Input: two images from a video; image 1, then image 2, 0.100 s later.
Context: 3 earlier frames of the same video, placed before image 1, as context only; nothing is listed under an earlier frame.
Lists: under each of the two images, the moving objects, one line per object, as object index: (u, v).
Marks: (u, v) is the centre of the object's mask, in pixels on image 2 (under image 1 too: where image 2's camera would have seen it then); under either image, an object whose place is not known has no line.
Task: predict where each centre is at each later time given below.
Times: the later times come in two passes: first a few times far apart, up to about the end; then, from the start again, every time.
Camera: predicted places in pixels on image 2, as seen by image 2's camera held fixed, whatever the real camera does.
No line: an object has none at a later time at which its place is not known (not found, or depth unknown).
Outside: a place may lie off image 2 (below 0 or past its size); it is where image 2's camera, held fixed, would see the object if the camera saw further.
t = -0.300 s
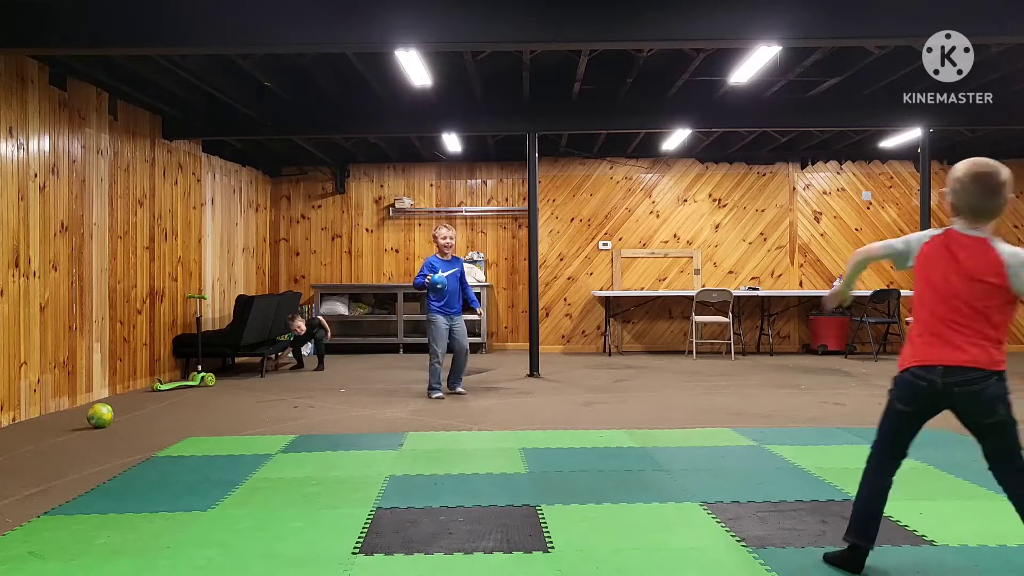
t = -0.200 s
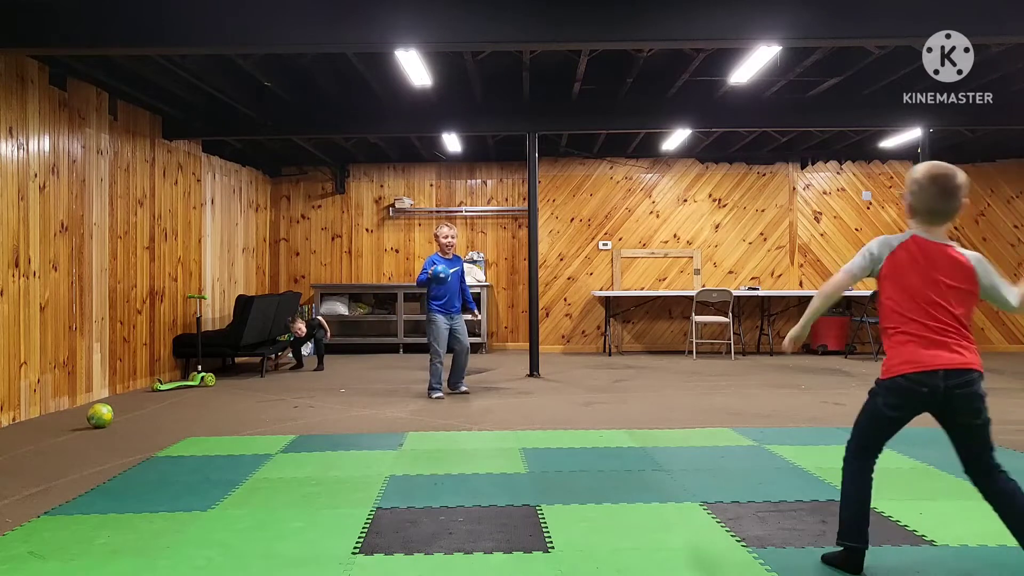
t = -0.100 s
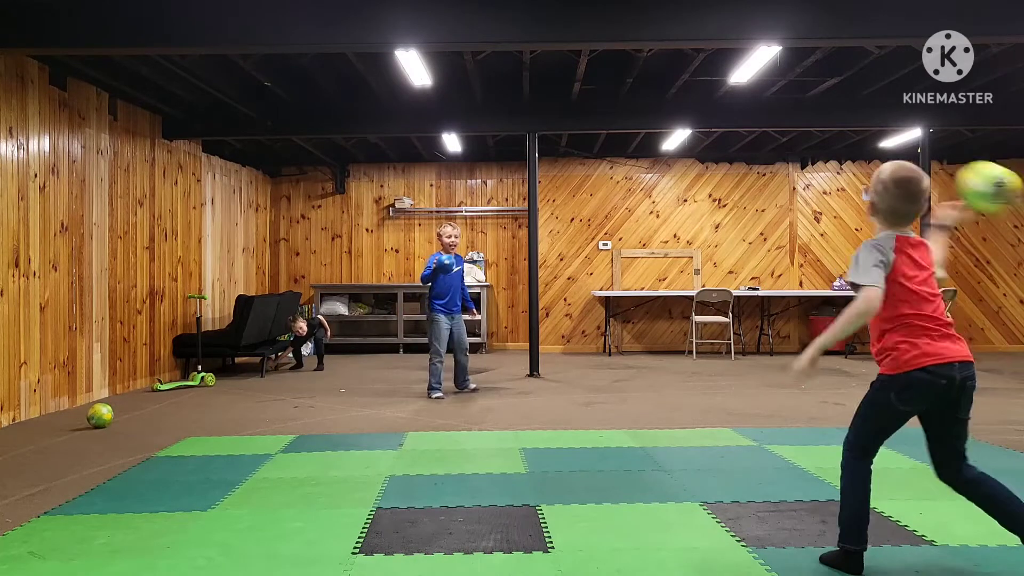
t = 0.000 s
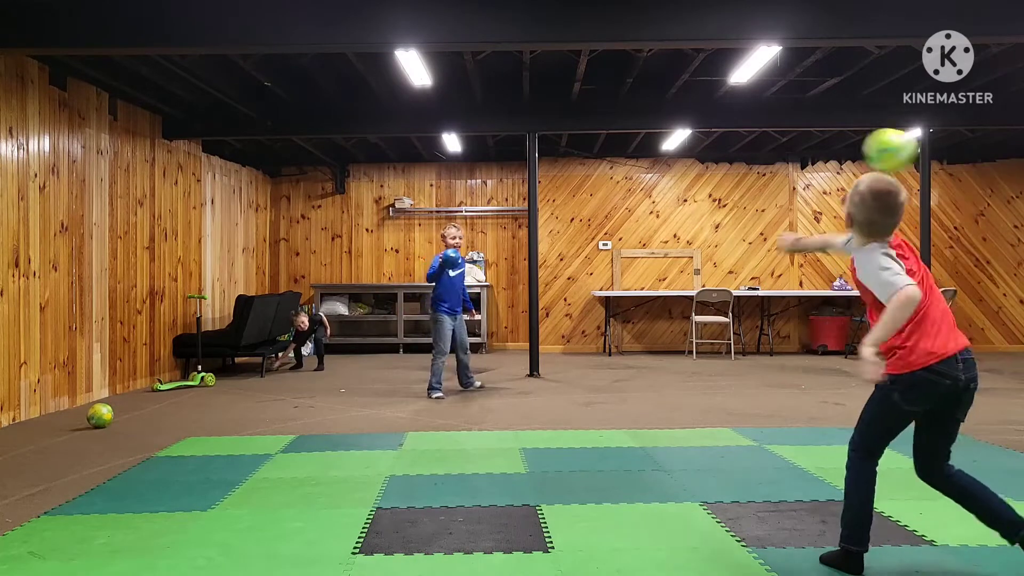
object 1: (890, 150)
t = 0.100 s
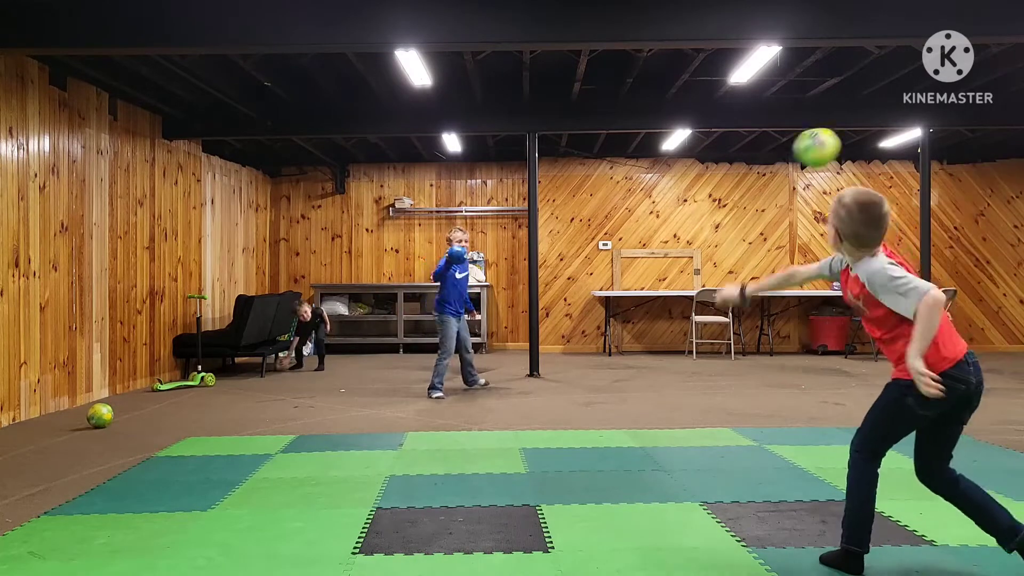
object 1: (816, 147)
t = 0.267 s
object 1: (724, 188)
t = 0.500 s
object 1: (632, 311)
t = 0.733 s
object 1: (583, 376)
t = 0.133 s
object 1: (795, 152)
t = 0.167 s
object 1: (775, 157)
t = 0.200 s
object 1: (756, 165)
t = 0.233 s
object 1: (740, 175)
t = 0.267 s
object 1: (724, 188)
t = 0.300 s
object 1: (709, 202)
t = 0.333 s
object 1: (694, 217)
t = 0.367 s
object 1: (679, 235)
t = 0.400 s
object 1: (666, 252)
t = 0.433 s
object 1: (653, 271)
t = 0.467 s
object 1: (643, 290)
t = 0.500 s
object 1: (632, 311)
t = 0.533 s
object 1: (622, 332)
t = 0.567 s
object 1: (611, 354)
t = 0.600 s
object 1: (603, 376)
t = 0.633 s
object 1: (594, 400)
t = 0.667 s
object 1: (588, 408)
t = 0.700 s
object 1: (586, 391)
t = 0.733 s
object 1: (583, 376)
